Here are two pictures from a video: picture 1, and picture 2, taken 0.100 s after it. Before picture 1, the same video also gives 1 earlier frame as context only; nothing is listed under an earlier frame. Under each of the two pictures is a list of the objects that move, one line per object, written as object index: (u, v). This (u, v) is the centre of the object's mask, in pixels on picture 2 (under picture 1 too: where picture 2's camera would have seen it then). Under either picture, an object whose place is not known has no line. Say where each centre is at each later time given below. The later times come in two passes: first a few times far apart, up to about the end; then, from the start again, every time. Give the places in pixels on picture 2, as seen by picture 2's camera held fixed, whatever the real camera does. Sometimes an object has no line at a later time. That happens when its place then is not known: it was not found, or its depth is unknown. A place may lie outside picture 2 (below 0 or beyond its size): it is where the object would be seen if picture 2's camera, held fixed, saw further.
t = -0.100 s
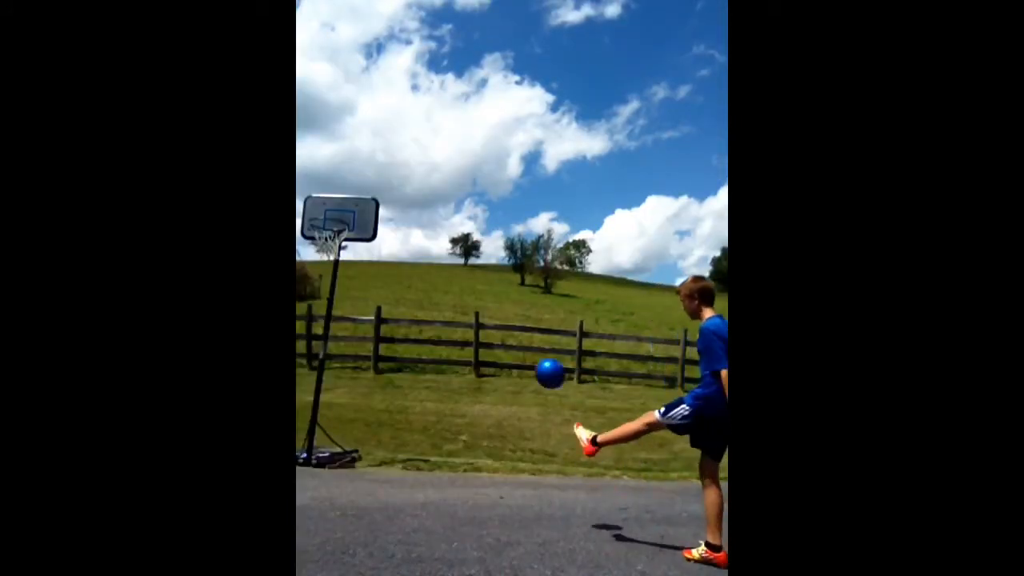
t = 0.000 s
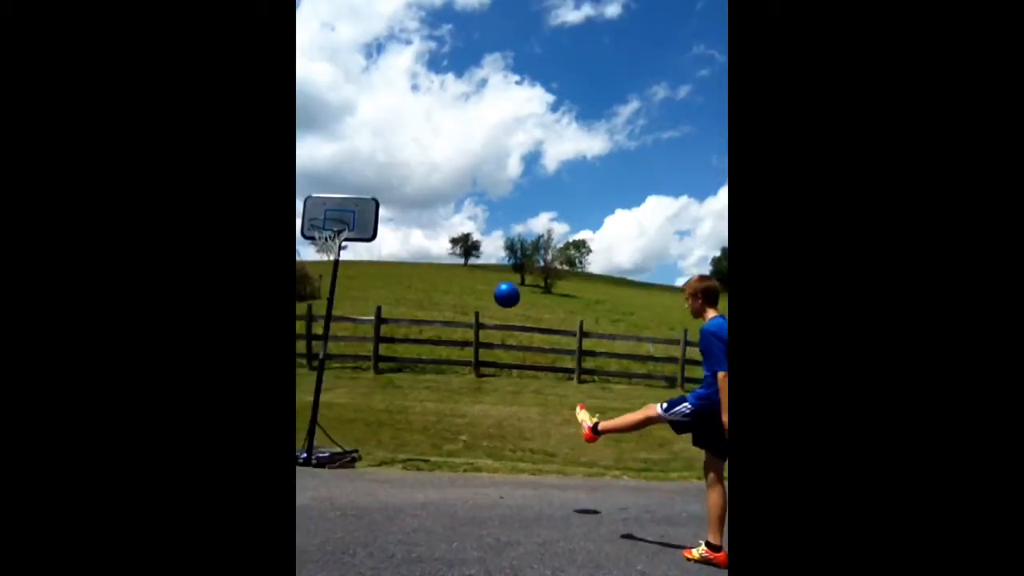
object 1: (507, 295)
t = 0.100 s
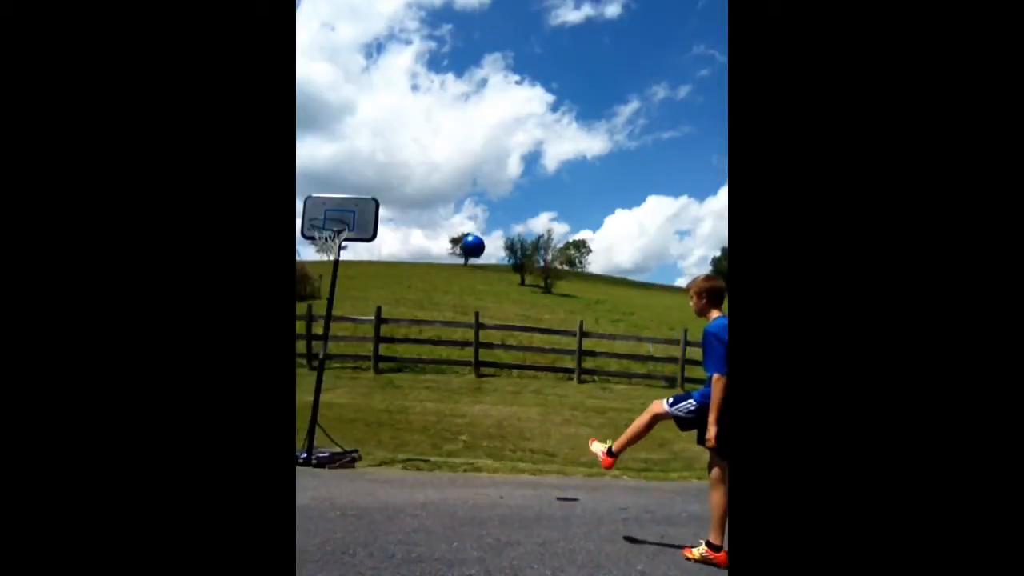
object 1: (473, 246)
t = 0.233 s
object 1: (438, 208)
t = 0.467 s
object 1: (392, 193)
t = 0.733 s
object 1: (352, 215)
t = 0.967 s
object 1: (318, 223)
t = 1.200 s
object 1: (326, 243)
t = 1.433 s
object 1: (336, 306)
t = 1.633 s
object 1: (343, 404)
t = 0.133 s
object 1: (463, 234)
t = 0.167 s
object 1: (454, 224)
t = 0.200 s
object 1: (446, 215)
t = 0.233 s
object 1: (438, 208)
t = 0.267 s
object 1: (430, 203)
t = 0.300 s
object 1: (423, 199)
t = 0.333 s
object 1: (416, 196)
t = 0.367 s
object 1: (409, 194)
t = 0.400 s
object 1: (403, 193)
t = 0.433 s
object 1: (397, 193)
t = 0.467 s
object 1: (392, 193)
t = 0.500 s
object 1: (386, 195)
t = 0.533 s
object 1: (381, 198)
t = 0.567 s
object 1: (376, 201)
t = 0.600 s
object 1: (372, 205)
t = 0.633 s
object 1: (369, 209)
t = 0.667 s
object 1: (362, 209)
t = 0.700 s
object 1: (357, 212)
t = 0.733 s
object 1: (352, 215)
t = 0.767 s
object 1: (347, 218)
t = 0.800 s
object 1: (342, 218)
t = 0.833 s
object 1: (337, 218)
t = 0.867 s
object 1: (332, 219)
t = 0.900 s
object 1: (327, 220)
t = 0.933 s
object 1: (322, 221)
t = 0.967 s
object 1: (318, 223)
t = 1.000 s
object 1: (318, 224)
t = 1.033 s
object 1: (319, 225)
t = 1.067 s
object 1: (321, 227)
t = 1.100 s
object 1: (323, 230)
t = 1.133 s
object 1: (324, 234)
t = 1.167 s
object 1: (325, 238)
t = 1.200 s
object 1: (326, 243)
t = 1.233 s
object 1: (327, 249)
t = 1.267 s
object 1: (329, 257)
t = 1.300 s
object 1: (331, 264)
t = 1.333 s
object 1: (332, 273)
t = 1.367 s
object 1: (333, 284)
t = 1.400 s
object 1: (335, 295)
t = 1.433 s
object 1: (336, 306)
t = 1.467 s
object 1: (337, 320)
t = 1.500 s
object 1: (338, 335)
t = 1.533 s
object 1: (340, 348)
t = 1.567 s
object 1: (341, 366)
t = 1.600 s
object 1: (342, 384)
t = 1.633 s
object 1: (343, 404)
